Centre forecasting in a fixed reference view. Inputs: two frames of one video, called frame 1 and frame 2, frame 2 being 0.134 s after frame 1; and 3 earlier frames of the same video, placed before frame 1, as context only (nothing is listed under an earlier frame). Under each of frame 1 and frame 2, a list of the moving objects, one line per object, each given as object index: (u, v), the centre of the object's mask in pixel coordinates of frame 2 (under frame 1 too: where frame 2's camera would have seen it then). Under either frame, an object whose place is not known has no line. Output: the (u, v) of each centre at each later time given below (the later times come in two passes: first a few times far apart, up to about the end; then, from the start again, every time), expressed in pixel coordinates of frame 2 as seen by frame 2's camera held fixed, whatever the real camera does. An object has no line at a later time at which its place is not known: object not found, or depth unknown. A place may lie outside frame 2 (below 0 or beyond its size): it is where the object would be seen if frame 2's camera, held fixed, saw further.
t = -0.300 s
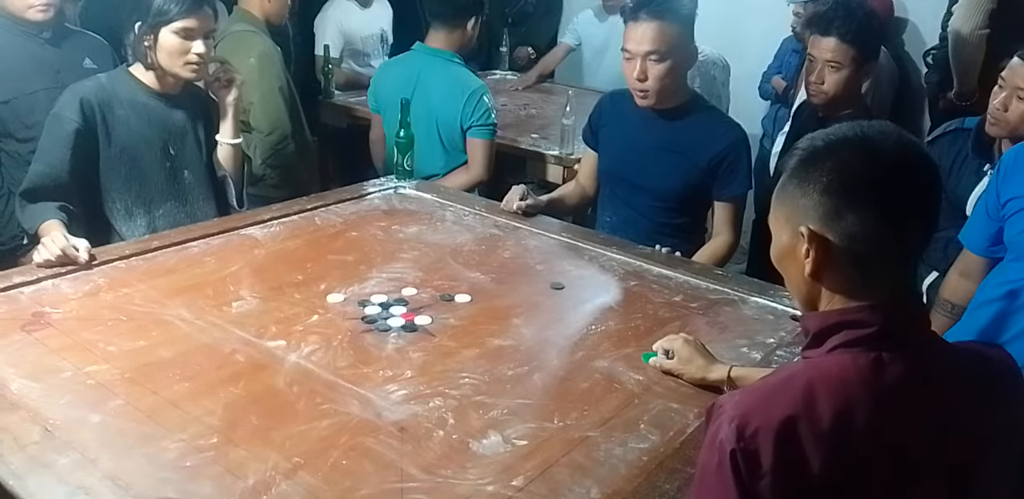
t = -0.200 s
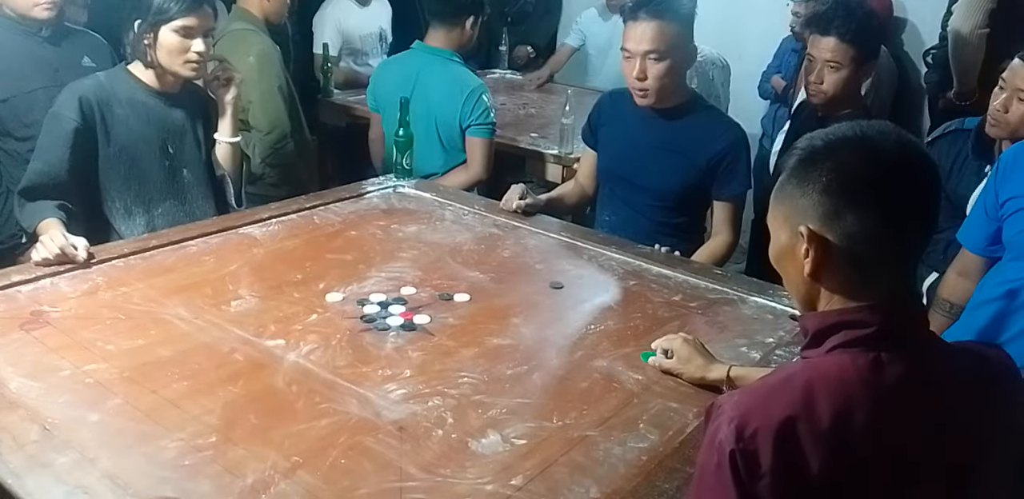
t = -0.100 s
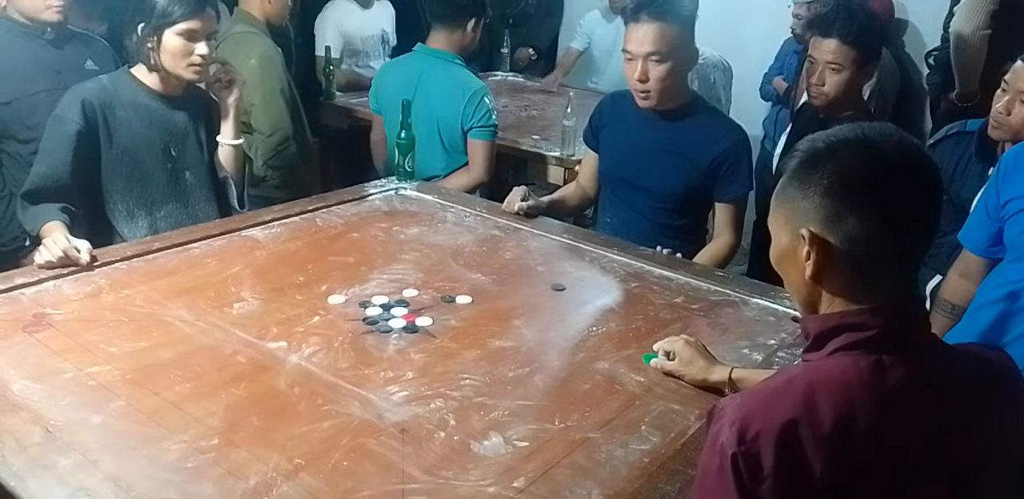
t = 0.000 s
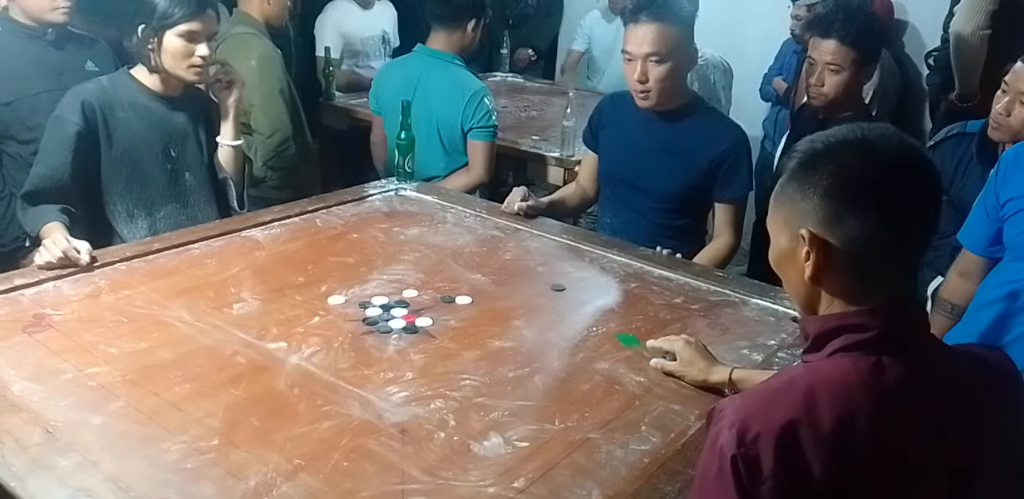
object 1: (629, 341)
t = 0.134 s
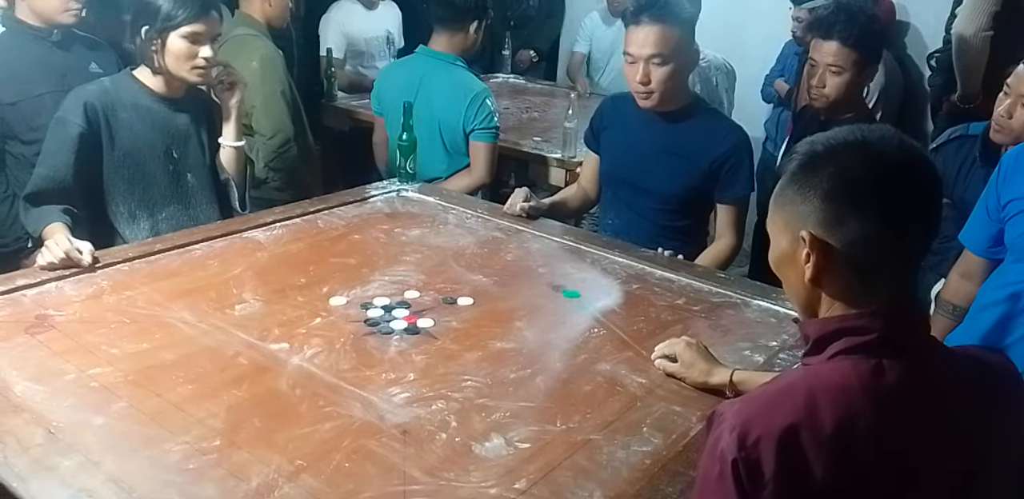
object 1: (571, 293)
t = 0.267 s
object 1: (568, 283)
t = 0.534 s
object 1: (567, 279)
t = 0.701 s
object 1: (567, 279)
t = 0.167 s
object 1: (570, 291)
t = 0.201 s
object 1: (569, 288)
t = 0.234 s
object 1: (569, 285)
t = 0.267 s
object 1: (568, 283)
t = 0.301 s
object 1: (568, 281)
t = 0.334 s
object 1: (567, 280)
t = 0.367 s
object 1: (567, 280)
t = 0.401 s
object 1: (567, 280)
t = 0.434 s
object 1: (567, 279)
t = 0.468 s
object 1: (567, 279)
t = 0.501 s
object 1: (567, 279)
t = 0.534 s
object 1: (567, 279)
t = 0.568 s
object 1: (567, 279)
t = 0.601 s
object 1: (567, 279)
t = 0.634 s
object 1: (567, 279)
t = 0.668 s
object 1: (567, 279)
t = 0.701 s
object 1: (567, 279)
